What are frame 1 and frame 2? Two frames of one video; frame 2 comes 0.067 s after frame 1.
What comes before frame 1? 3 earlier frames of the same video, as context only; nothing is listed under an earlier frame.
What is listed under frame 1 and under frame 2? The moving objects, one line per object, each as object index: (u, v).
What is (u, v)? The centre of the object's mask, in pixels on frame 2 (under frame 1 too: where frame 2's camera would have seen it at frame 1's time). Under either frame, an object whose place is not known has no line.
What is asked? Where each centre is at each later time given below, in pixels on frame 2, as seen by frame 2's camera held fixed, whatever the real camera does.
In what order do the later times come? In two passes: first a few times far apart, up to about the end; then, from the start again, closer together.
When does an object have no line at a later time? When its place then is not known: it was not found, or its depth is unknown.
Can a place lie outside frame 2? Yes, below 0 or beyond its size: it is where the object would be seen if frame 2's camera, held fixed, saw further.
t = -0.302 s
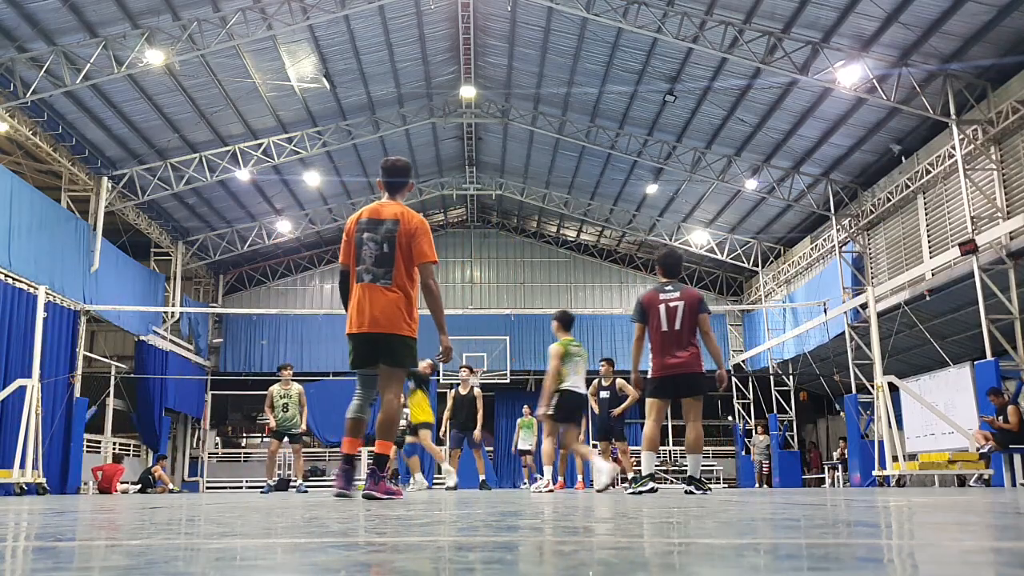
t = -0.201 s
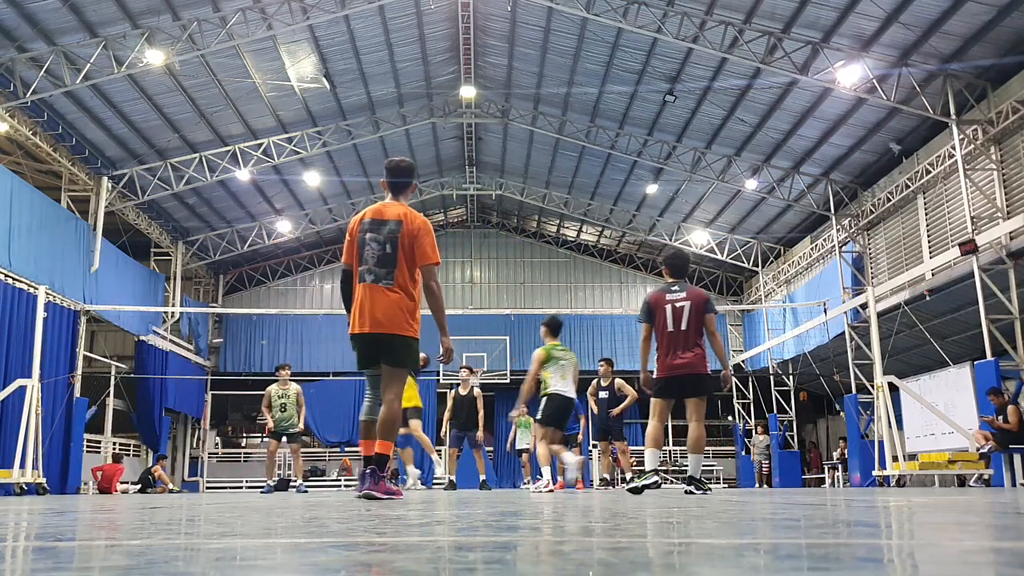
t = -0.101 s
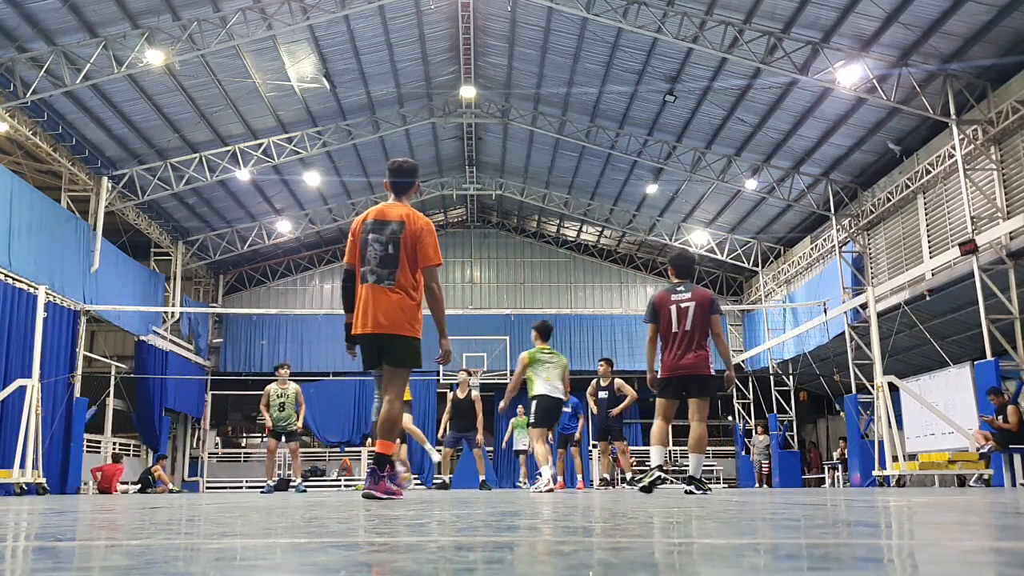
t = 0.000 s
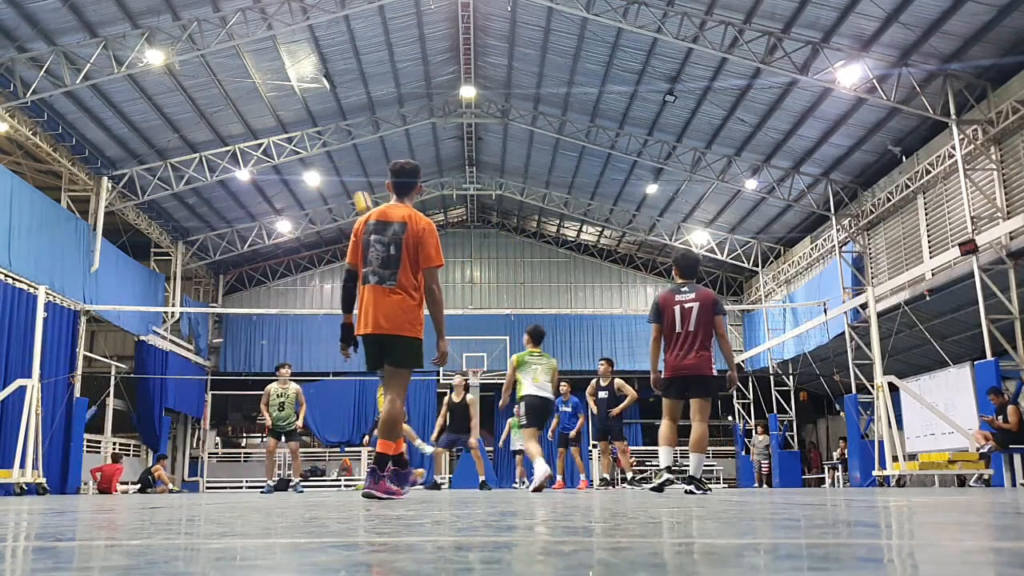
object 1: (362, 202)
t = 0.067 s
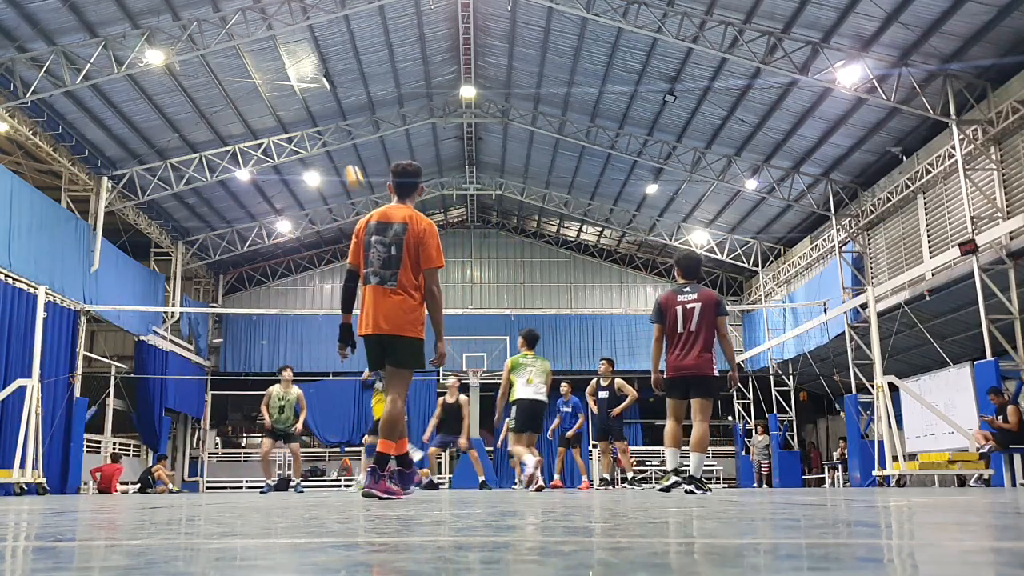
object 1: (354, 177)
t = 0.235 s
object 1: (330, 126)
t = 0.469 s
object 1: (298, 90)
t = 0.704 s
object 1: (265, 93)
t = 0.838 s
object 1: (245, 113)
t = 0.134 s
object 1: (344, 153)
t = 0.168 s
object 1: (340, 143)
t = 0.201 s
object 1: (335, 134)
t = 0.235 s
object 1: (330, 126)
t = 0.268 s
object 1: (326, 118)
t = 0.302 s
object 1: (321, 111)
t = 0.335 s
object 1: (317, 105)
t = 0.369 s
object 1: (312, 100)
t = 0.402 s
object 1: (307, 95)
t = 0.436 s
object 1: (303, 92)
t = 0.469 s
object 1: (298, 90)
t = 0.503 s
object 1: (292, 88)
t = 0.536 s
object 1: (288, 87)
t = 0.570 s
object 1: (285, 86)
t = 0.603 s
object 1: (280, 87)
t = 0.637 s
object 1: (275, 88)
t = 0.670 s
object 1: (271, 90)
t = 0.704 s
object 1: (265, 93)
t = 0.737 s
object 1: (260, 97)
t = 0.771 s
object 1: (255, 102)
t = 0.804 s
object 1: (250, 107)
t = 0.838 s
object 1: (245, 113)
